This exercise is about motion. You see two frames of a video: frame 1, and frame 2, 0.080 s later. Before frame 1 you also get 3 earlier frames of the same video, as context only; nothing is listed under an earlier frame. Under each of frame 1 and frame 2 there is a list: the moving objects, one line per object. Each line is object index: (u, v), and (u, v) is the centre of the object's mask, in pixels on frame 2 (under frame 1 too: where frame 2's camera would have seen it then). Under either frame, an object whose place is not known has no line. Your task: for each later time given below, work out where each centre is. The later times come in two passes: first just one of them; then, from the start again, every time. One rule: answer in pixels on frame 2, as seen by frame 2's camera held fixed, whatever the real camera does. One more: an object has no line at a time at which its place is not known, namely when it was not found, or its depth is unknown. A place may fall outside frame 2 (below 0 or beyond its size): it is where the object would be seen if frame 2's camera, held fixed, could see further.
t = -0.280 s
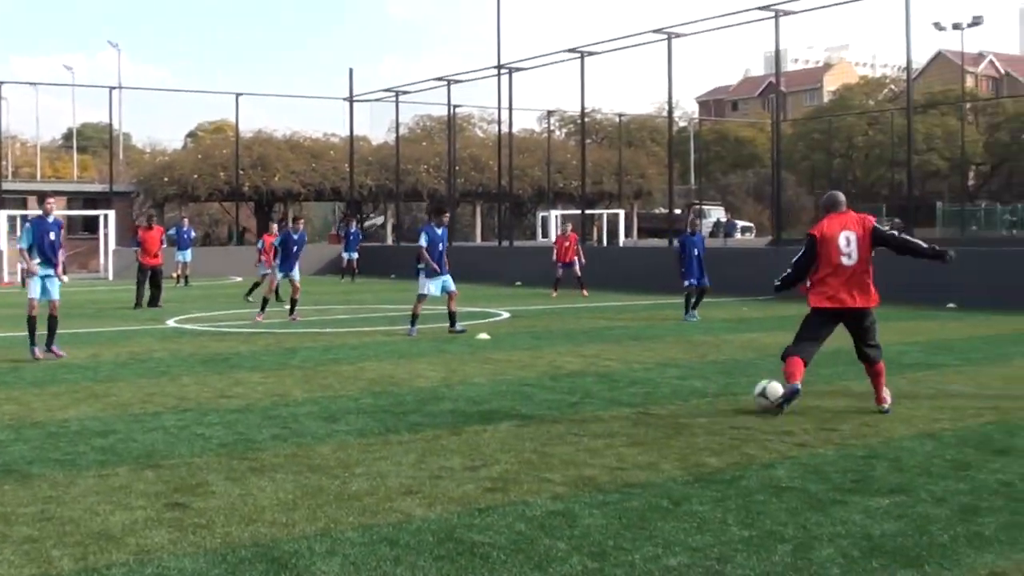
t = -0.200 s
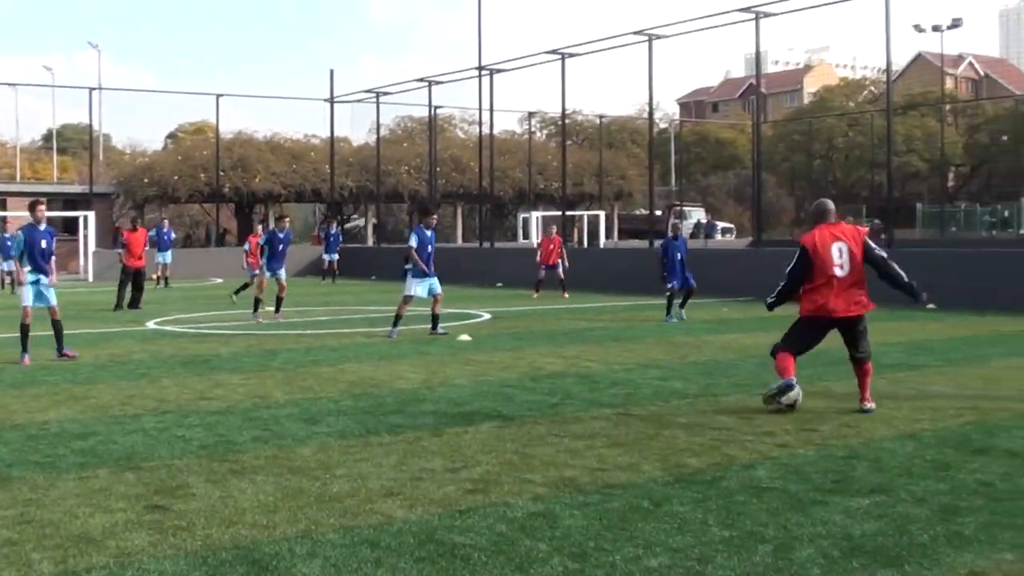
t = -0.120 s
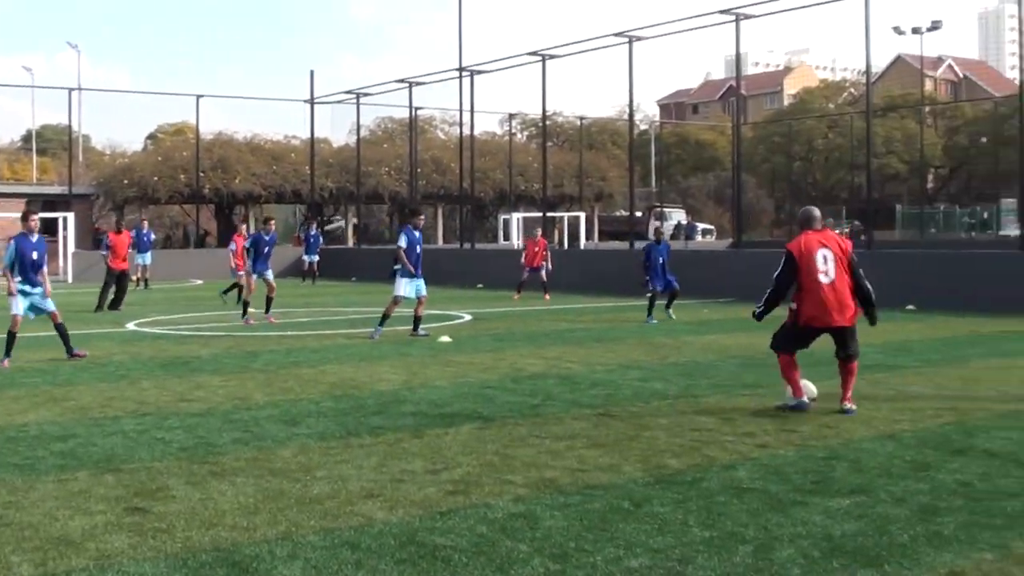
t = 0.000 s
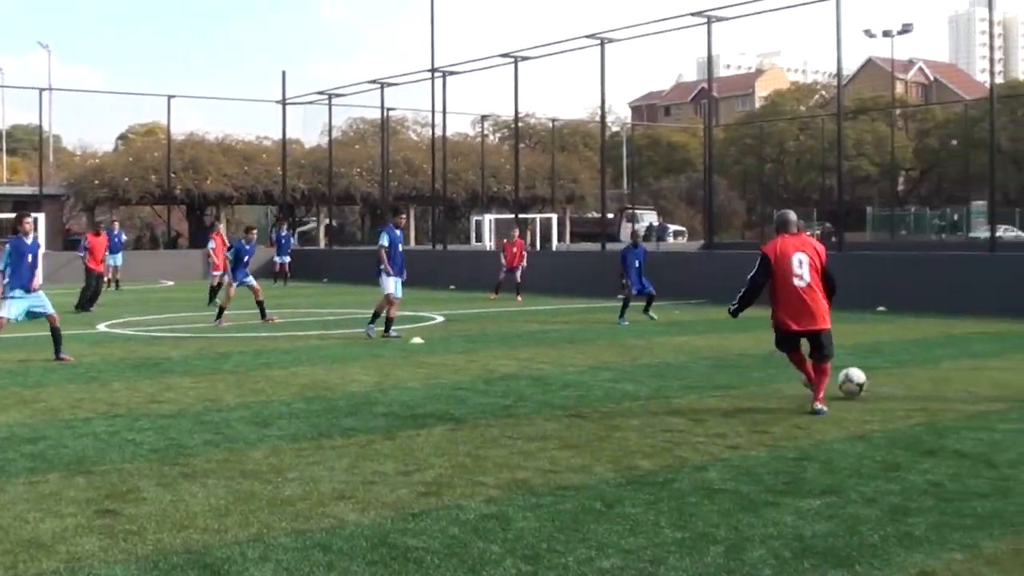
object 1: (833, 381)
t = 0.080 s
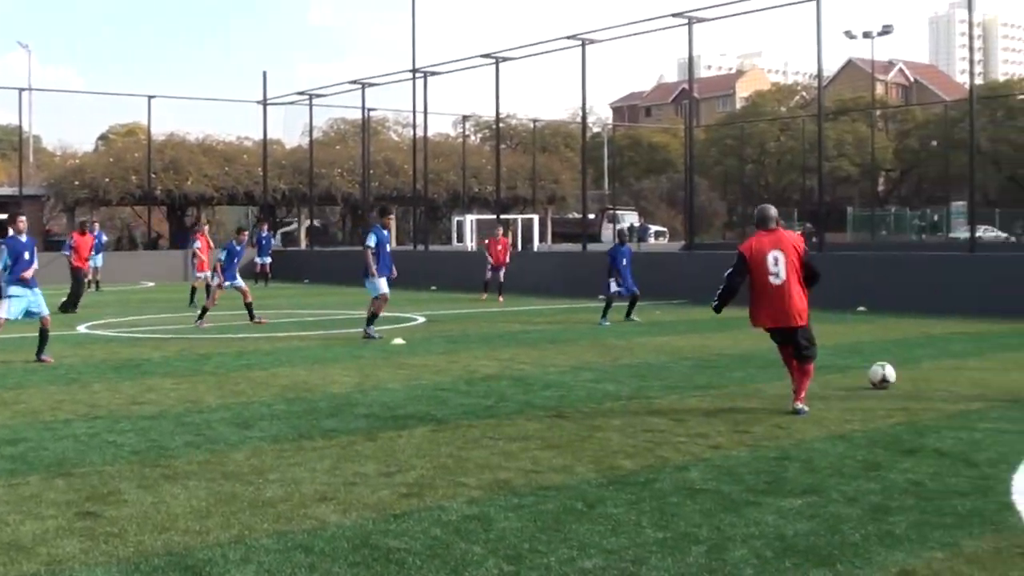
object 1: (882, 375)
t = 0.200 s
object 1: (938, 364)
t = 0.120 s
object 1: (902, 371)
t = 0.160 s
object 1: (920, 367)
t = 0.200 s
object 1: (938, 364)
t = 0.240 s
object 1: (956, 362)
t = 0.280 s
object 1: (972, 359)
